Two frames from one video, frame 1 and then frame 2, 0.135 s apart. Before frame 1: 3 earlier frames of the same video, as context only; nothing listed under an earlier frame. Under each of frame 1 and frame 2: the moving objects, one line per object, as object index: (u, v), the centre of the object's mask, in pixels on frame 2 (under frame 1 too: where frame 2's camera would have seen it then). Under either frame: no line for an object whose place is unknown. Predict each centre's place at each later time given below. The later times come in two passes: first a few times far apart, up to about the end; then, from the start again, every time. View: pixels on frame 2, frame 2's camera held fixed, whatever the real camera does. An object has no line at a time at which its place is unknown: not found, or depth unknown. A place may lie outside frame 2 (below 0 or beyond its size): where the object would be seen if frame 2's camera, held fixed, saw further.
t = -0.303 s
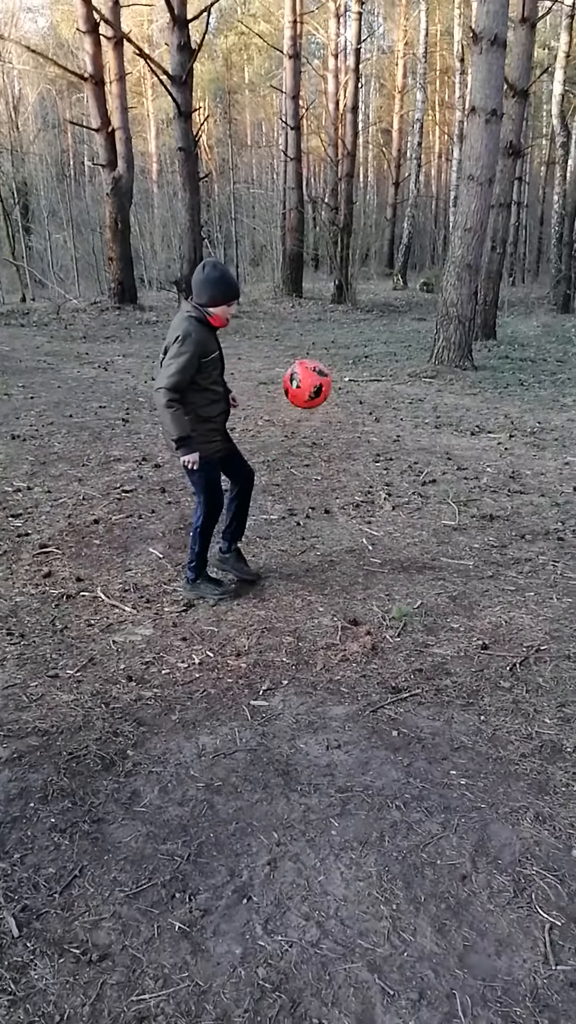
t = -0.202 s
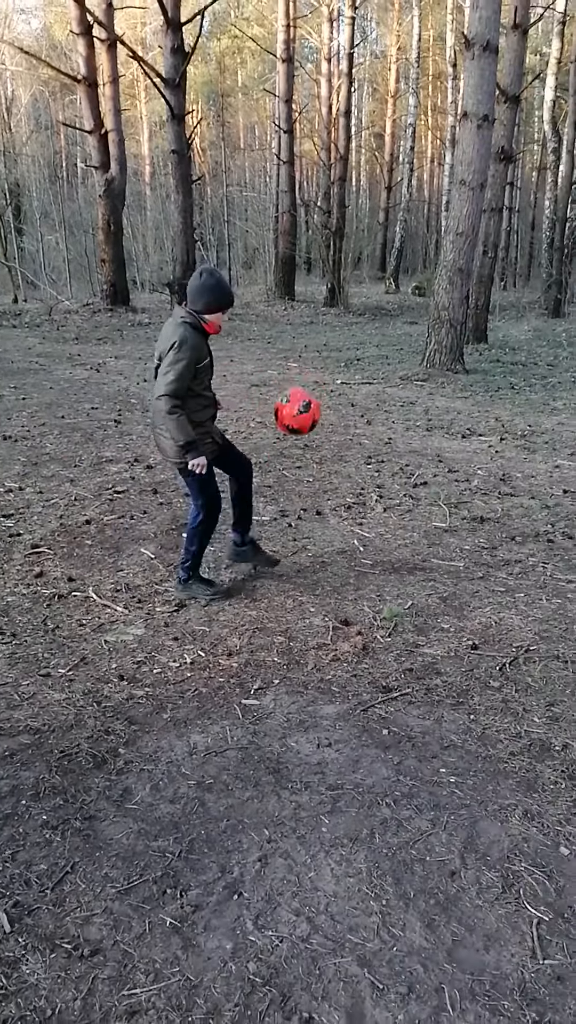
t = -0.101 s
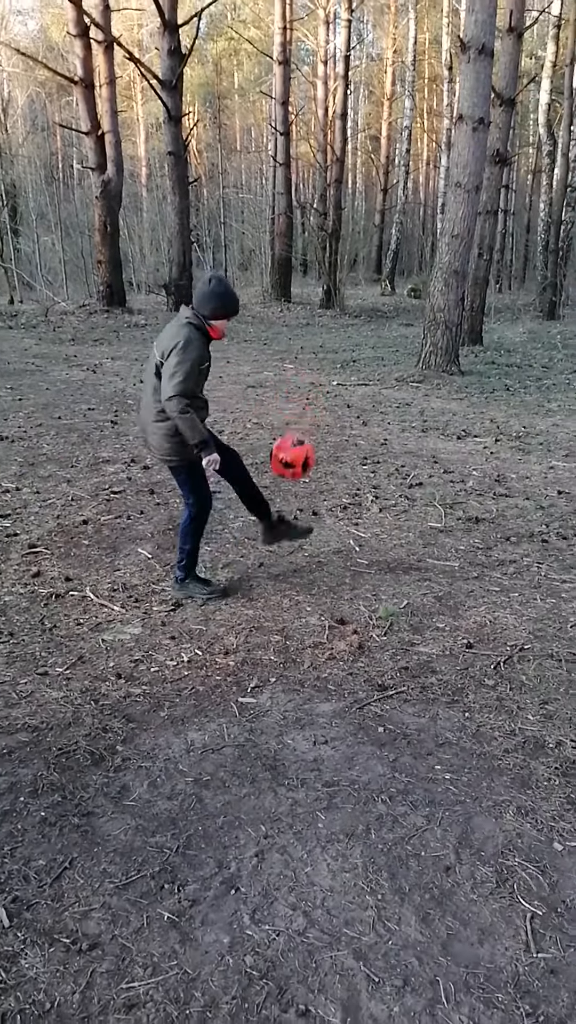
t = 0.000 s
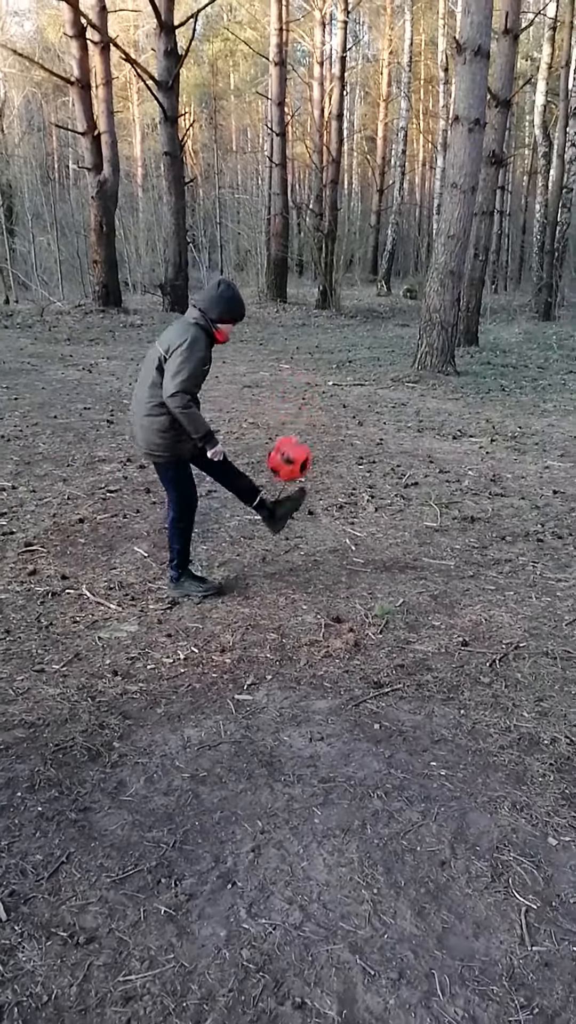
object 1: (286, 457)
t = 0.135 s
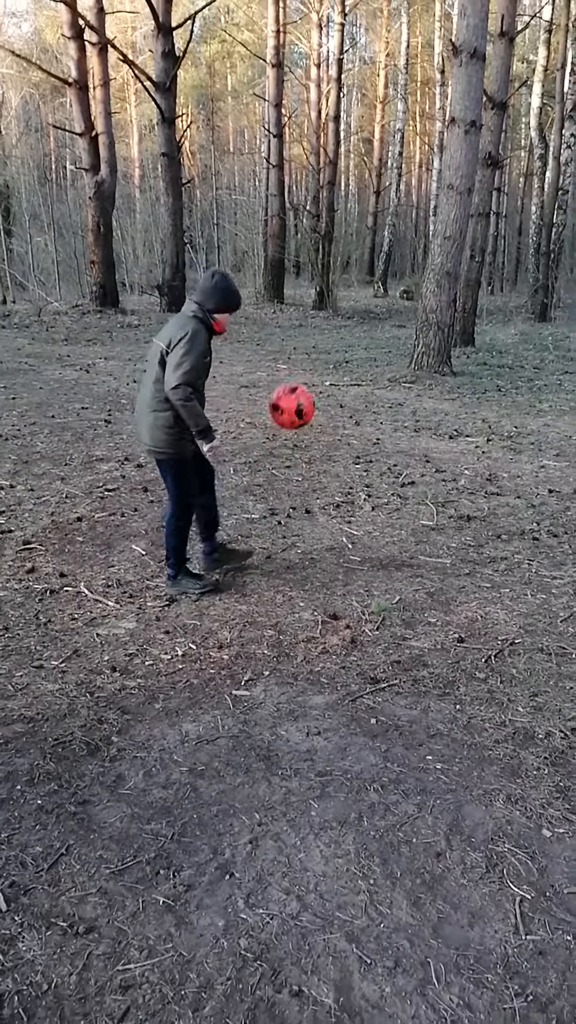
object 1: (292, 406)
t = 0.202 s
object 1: (295, 394)
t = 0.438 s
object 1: (304, 423)
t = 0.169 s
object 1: (293, 399)
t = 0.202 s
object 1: (295, 394)
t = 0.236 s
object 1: (296, 391)
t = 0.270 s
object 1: (297, 391)
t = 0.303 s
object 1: (299, 393)
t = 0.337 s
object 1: (300, 397)
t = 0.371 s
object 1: (302, 404)
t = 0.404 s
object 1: (303, 413)
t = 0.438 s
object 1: (304, 423)
